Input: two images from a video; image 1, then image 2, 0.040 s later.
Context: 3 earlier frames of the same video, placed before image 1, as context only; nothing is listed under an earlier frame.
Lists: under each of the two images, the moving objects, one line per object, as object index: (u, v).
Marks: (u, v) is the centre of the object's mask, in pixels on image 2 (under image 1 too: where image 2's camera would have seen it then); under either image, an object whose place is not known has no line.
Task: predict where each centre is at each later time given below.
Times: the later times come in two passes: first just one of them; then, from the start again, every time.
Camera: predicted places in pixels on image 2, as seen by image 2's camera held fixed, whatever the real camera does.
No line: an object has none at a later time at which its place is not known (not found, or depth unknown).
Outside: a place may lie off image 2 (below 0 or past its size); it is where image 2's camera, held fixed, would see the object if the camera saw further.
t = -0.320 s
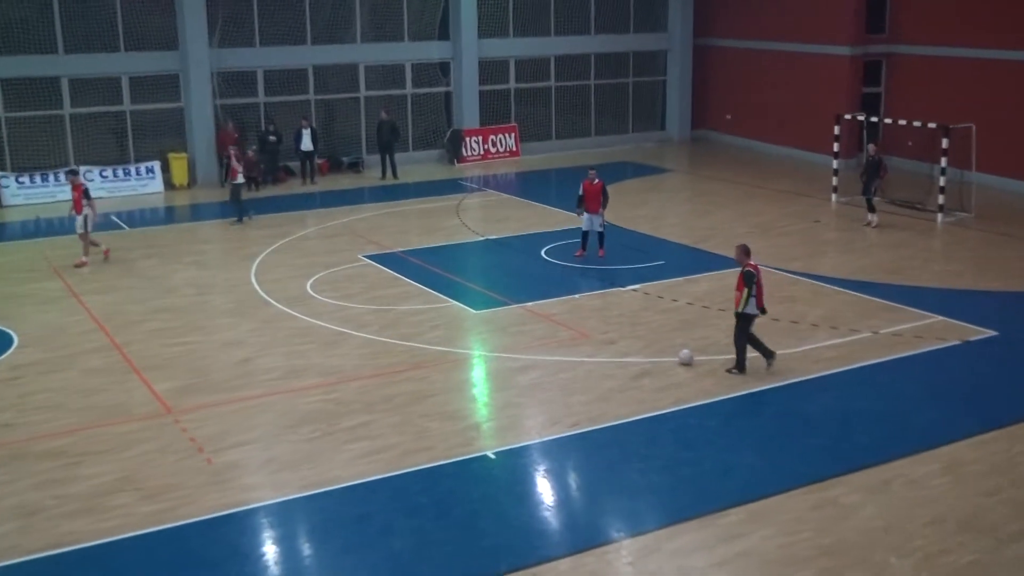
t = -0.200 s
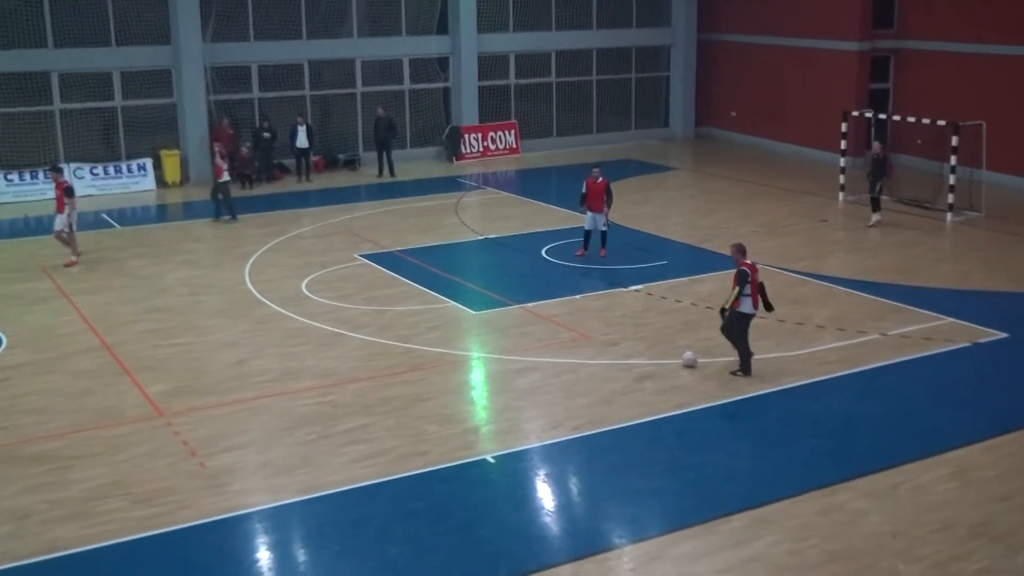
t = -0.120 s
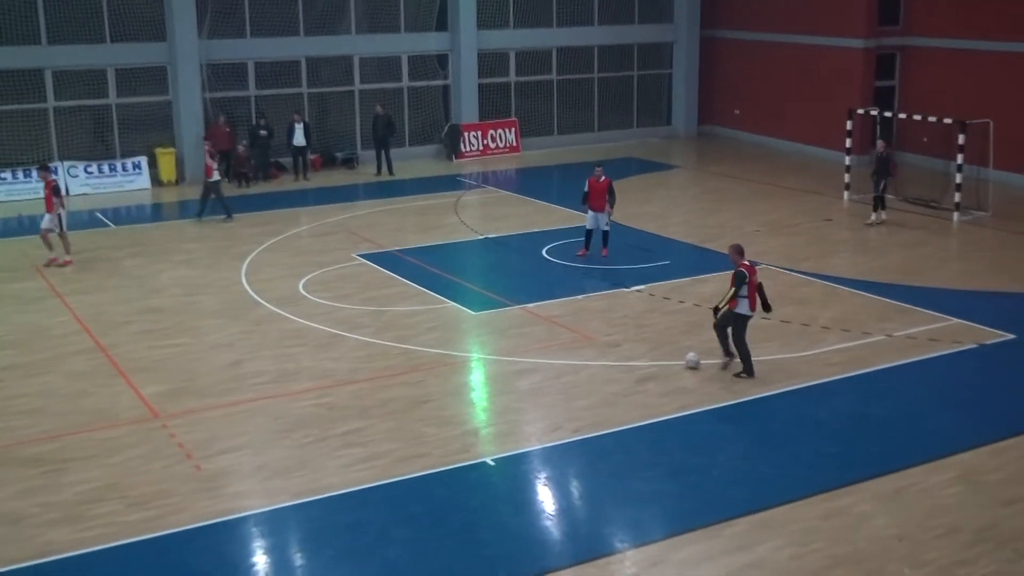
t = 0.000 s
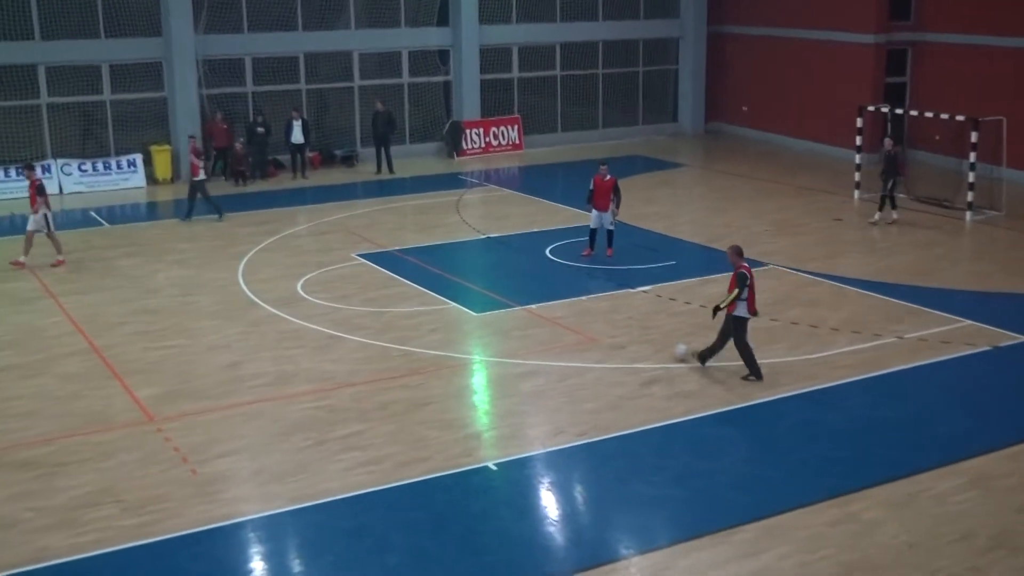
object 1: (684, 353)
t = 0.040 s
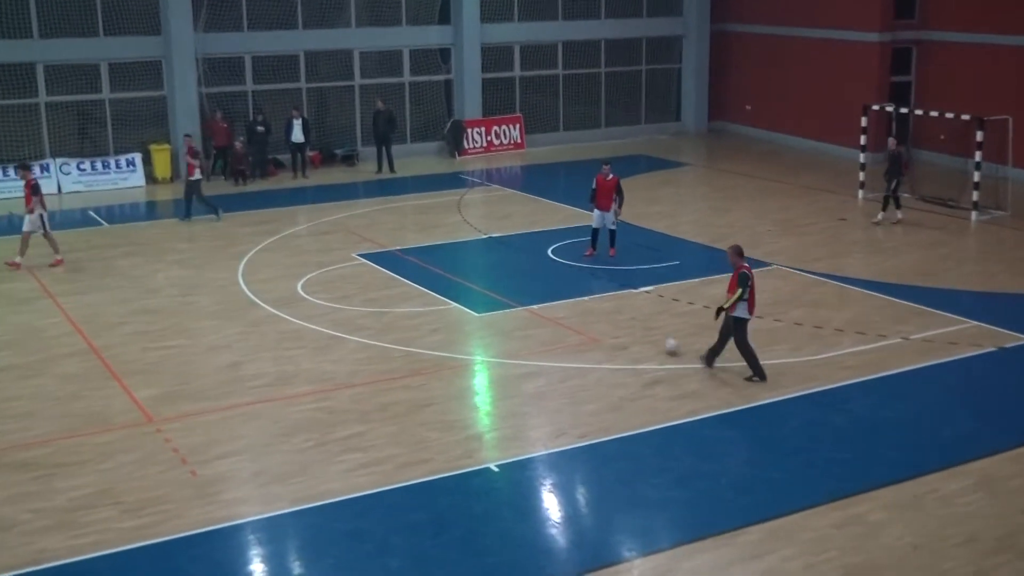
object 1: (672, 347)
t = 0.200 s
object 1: (630, 323)
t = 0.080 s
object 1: (661, 341)
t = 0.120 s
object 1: (649, 334)
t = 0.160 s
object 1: (639, 329)
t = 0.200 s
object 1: (630, 323)
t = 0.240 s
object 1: (622, 319)
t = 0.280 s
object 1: (615, 315)
